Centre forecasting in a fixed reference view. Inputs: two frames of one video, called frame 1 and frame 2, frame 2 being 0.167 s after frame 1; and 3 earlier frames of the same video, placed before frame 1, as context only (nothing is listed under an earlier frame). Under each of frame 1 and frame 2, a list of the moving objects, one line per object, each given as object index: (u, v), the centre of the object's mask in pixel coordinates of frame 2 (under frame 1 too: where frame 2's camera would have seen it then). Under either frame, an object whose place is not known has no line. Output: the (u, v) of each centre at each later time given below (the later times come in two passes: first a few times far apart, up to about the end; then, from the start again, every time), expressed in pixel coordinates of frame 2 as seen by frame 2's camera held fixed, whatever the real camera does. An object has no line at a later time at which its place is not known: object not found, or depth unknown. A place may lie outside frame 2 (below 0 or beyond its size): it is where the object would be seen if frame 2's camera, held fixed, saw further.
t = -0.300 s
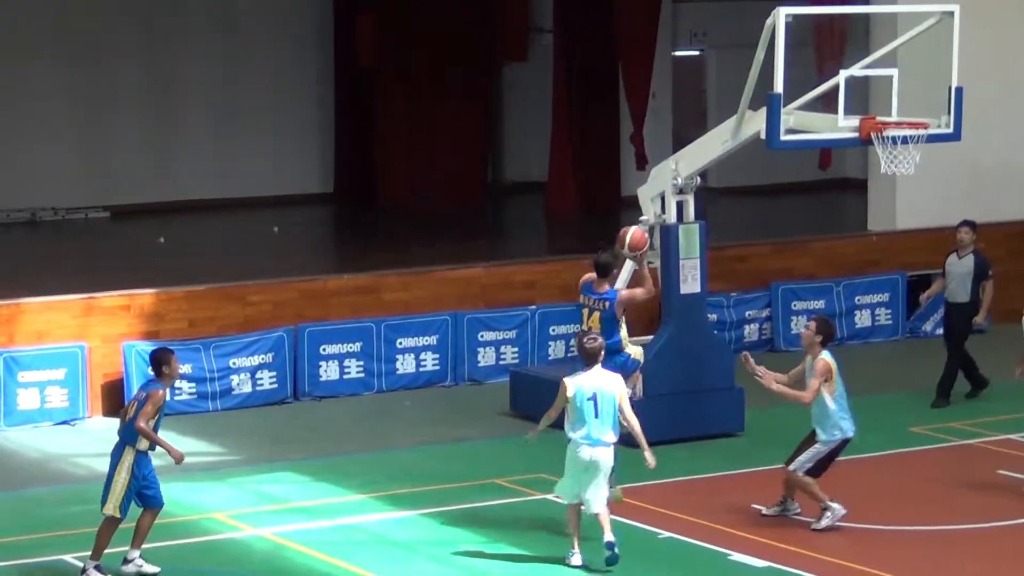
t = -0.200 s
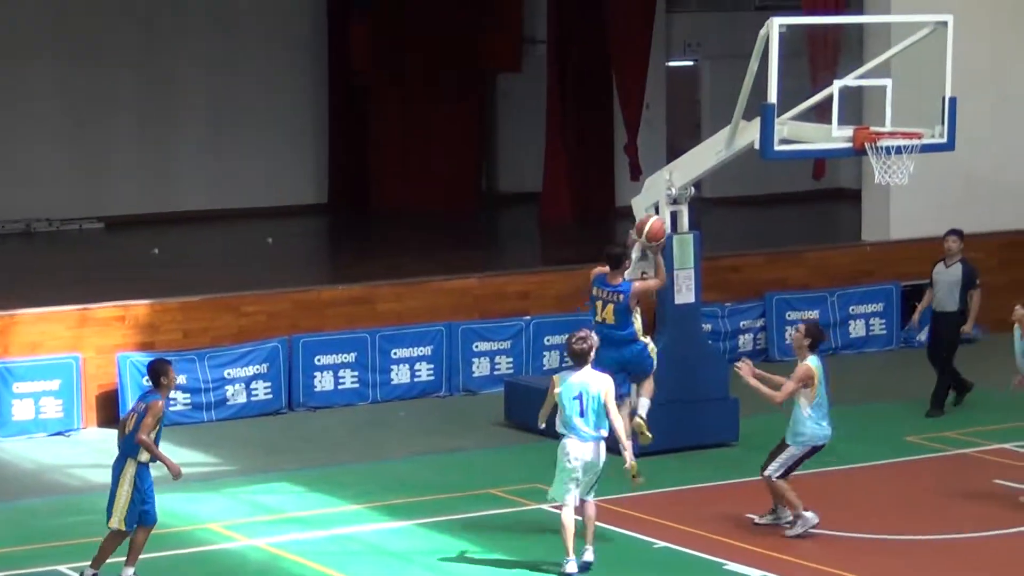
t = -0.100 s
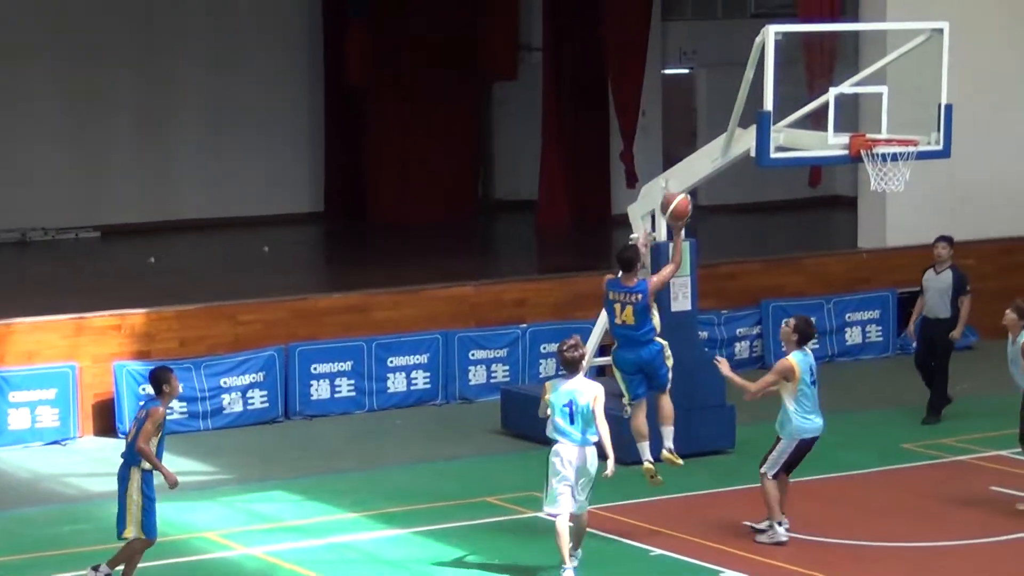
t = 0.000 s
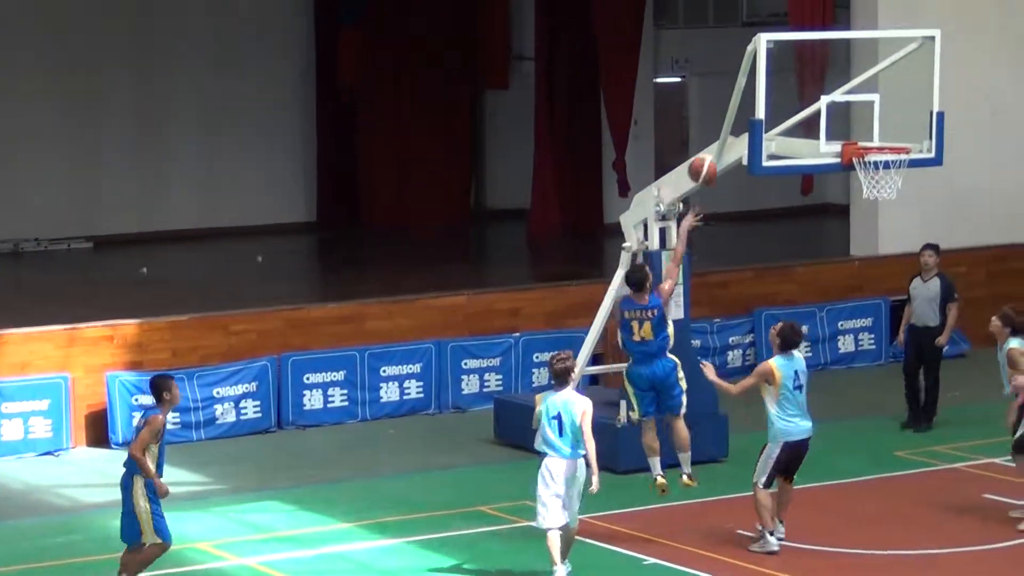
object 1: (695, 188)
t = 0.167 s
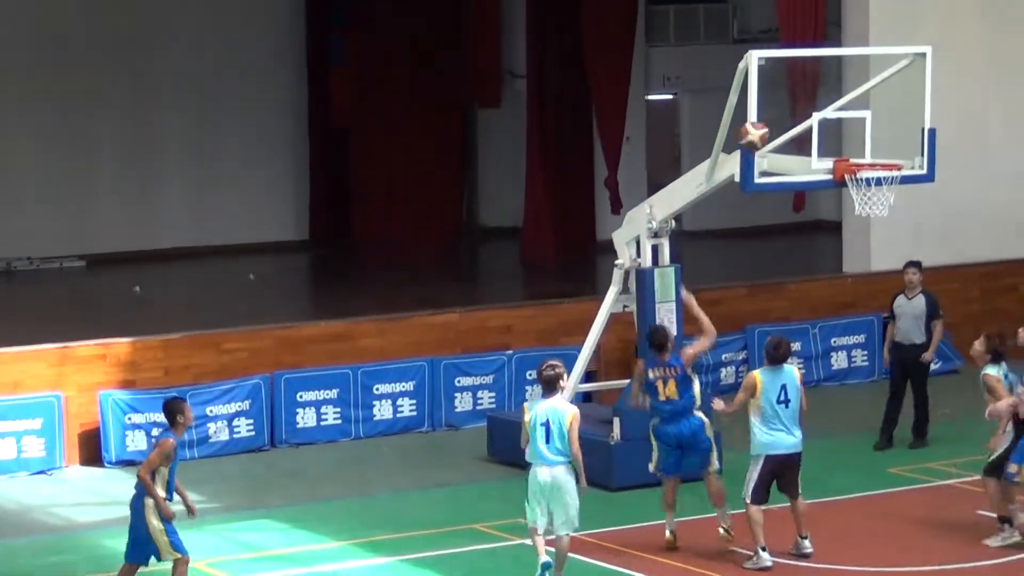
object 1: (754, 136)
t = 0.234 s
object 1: (776, 126)
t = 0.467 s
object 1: (861, 152)
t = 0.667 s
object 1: (921, 192)
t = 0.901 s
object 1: (970, 229)
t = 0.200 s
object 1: (765, 129)
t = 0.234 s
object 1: (776, 126)
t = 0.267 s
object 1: (788, 125)
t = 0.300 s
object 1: (800, 127)
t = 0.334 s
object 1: (812, 129)
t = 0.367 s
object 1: (826, 133)
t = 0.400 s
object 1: (838, 137)
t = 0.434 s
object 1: (849, 146)
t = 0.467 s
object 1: (861, 152)
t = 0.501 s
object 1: (873, 158)
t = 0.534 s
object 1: (886, 177)
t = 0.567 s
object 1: (898, 187)
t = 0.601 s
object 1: (909, 192)
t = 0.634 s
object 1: (916, 192)
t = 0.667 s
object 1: (921, 192)
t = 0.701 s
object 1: (929, 193)
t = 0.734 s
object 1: (935, 196)
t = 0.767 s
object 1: (942, 200)
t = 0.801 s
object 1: (949, 206)
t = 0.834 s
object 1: (956, 212)
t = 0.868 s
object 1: (962, 220)
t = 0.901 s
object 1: (970, 229)
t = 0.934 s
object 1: (977, 240)
